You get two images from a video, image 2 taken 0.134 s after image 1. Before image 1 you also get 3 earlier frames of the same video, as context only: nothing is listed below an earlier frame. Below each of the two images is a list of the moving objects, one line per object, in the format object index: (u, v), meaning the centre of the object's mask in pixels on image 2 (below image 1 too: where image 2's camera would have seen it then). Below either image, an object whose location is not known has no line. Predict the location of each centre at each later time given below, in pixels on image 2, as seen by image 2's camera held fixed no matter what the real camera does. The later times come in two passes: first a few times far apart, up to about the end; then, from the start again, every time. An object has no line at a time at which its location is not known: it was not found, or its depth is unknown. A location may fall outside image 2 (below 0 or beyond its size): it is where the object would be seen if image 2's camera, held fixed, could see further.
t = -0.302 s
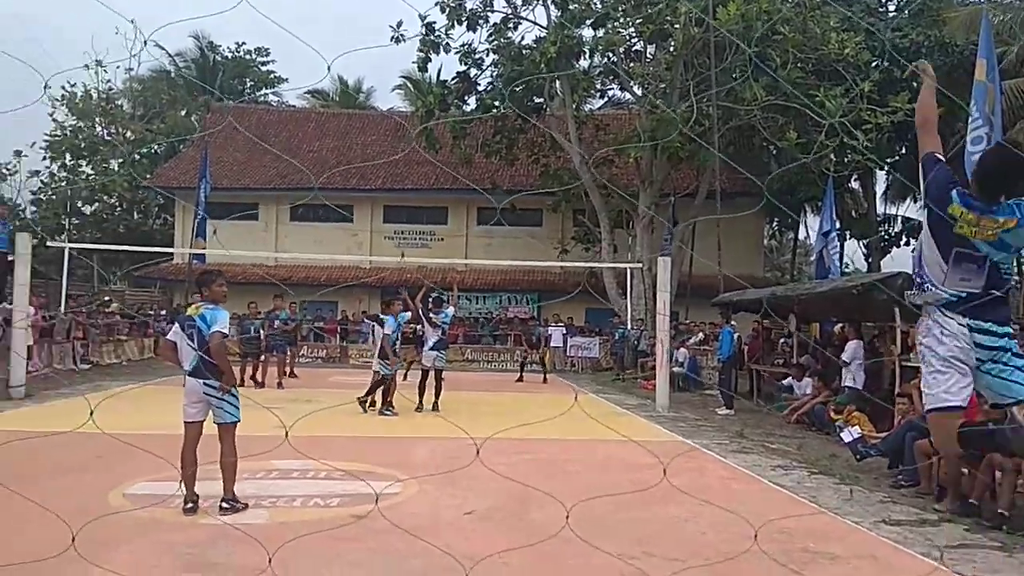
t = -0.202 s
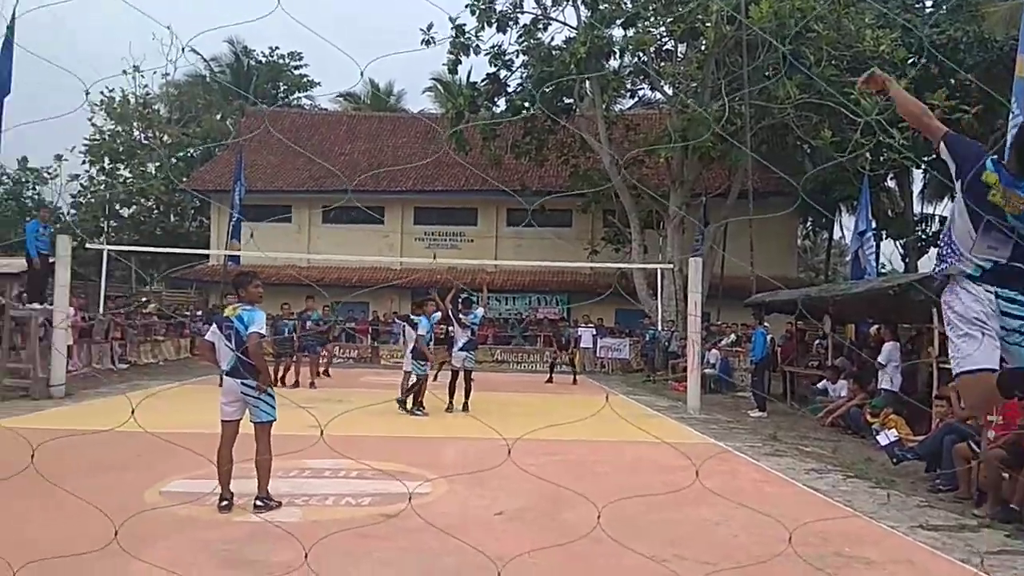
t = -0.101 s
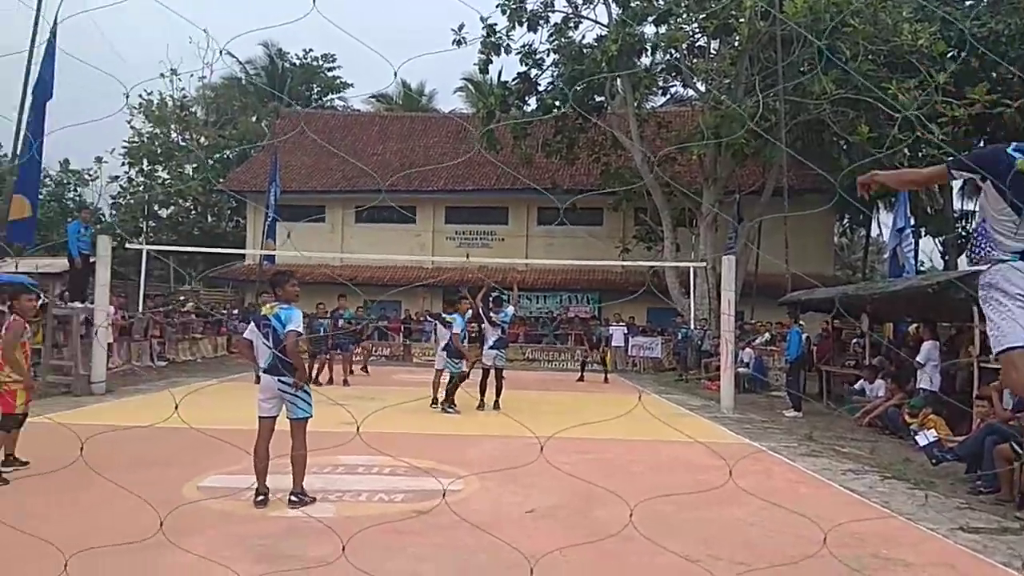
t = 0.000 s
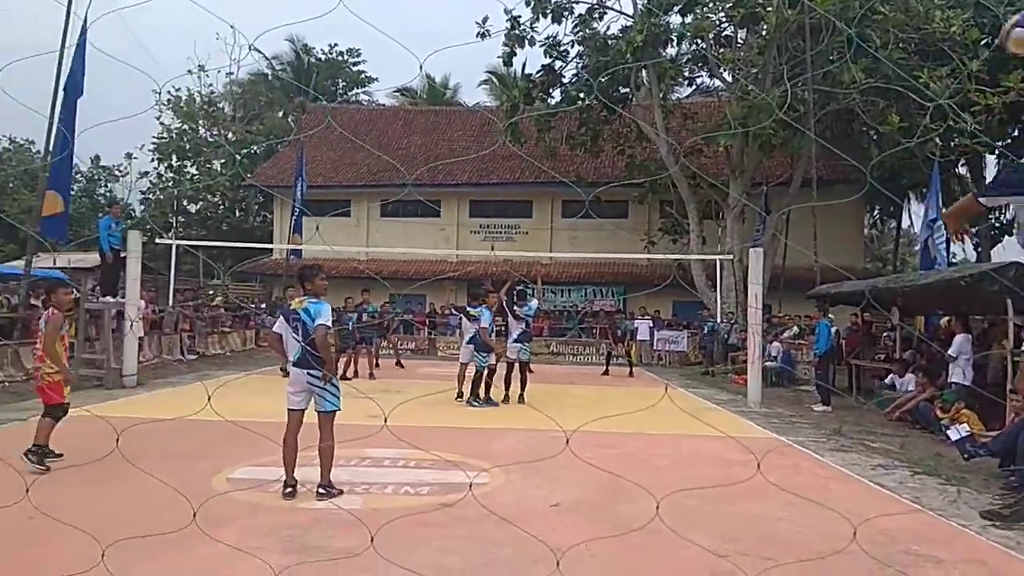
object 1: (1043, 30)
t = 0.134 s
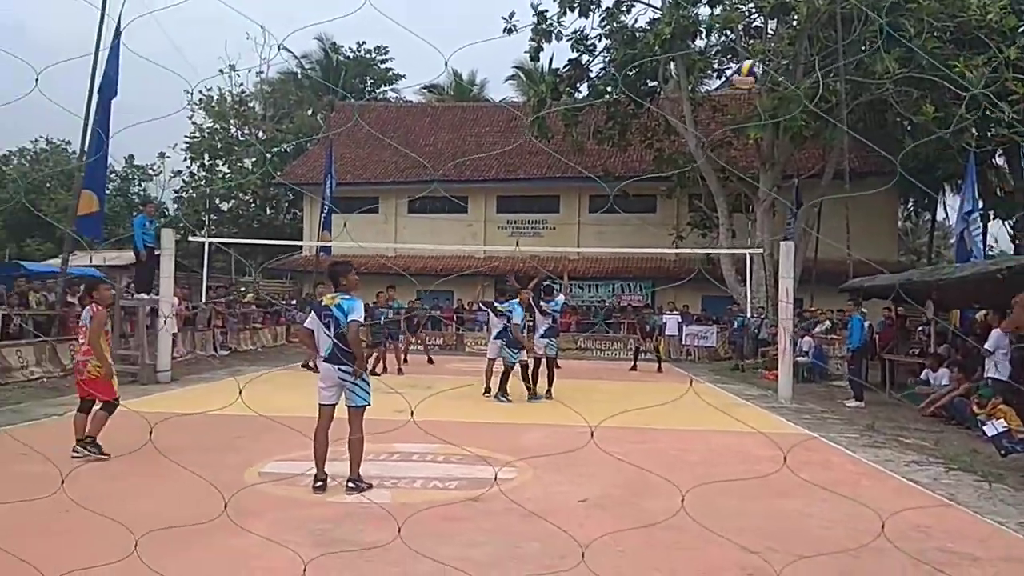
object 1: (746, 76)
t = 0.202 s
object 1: (666, 97)
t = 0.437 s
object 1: (519, 174)
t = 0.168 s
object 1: (702, 86)
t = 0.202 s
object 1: (666, 97)
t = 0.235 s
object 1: (638, 107)
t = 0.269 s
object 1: (611, 120)
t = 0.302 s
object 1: (588, 129)
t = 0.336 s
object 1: (567, 140)
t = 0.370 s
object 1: (550, 152)
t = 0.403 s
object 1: (534, 163)
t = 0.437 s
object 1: (519, 174)
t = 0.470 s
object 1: (506, 184)
